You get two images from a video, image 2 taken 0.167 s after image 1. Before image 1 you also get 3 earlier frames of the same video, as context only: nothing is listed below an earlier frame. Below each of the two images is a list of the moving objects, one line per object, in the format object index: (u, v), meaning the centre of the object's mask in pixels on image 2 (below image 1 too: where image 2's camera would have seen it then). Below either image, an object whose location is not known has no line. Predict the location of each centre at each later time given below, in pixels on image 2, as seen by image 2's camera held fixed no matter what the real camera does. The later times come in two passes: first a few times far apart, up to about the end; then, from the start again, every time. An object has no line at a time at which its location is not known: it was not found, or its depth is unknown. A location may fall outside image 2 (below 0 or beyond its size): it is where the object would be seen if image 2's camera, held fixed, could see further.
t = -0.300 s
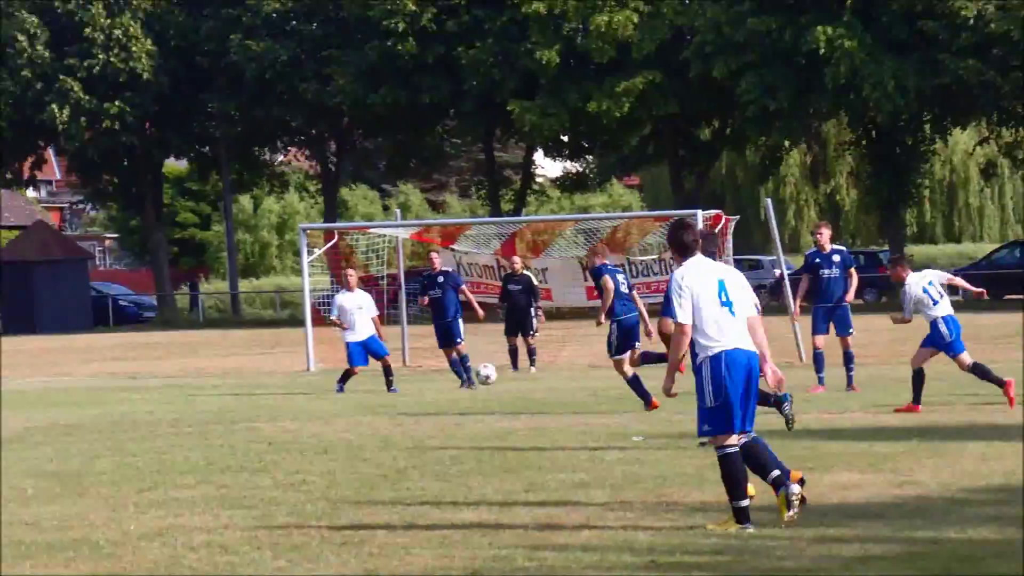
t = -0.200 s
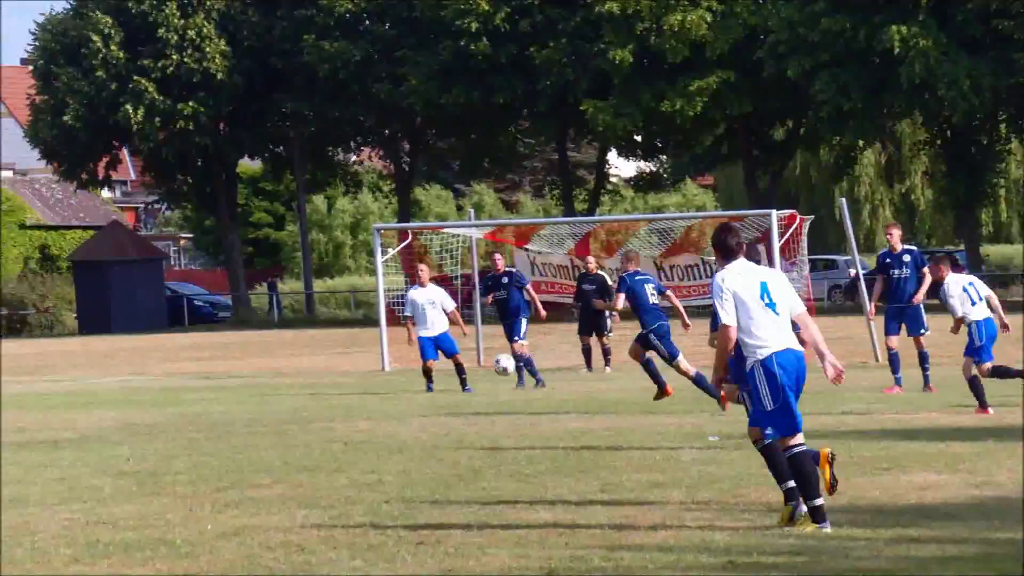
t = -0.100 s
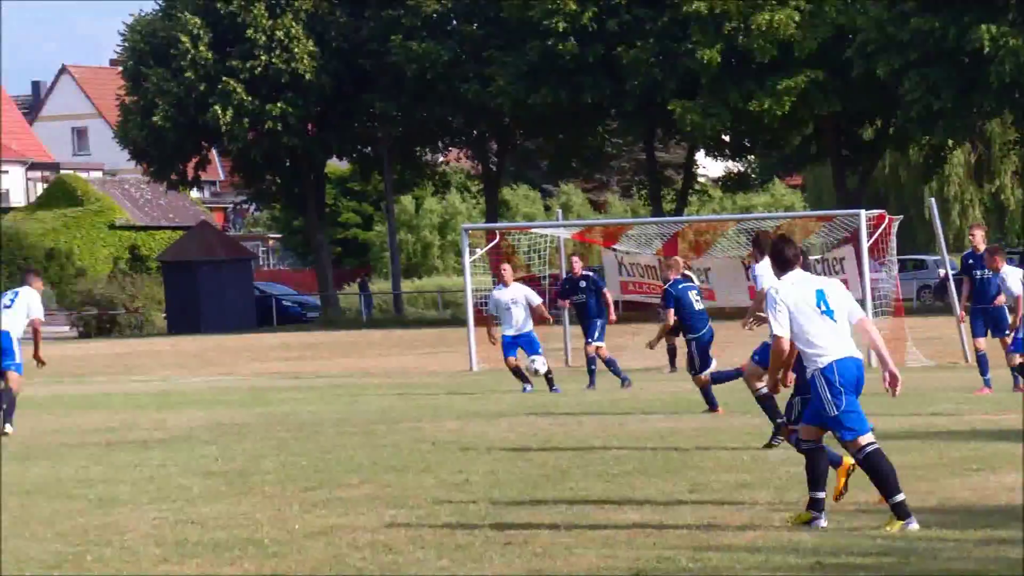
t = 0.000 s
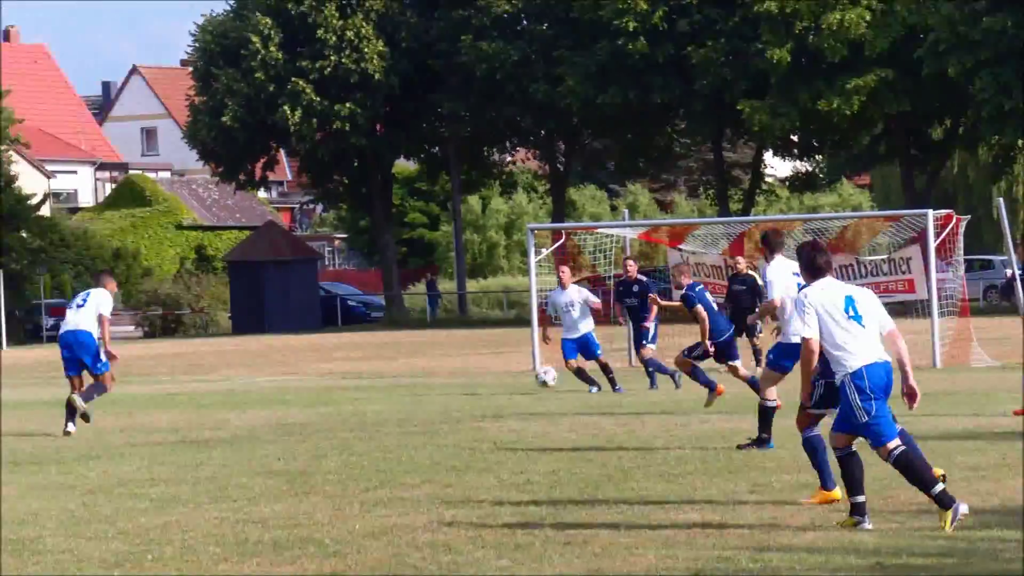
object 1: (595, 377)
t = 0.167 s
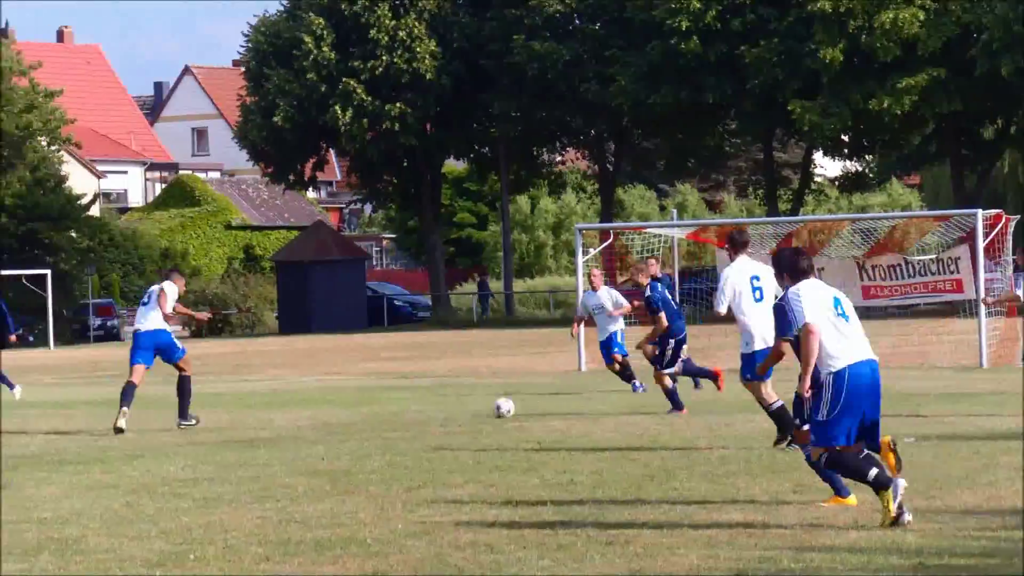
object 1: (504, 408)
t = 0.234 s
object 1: (470, 397)
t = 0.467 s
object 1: (354, 392)
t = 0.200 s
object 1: (487, 402)
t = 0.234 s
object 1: (470, 397)
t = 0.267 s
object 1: (453, 393)
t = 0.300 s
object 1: (437, 390)
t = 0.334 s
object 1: (421, 388)
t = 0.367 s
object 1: (403, 387)
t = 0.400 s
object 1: (387, 388)
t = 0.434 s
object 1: (371, 389)
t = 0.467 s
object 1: (354, 392)
